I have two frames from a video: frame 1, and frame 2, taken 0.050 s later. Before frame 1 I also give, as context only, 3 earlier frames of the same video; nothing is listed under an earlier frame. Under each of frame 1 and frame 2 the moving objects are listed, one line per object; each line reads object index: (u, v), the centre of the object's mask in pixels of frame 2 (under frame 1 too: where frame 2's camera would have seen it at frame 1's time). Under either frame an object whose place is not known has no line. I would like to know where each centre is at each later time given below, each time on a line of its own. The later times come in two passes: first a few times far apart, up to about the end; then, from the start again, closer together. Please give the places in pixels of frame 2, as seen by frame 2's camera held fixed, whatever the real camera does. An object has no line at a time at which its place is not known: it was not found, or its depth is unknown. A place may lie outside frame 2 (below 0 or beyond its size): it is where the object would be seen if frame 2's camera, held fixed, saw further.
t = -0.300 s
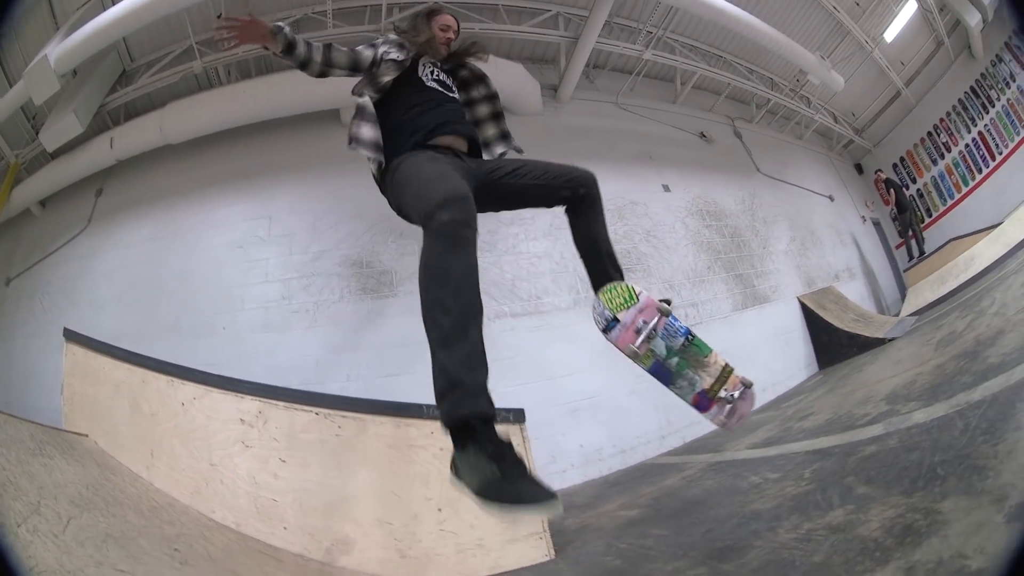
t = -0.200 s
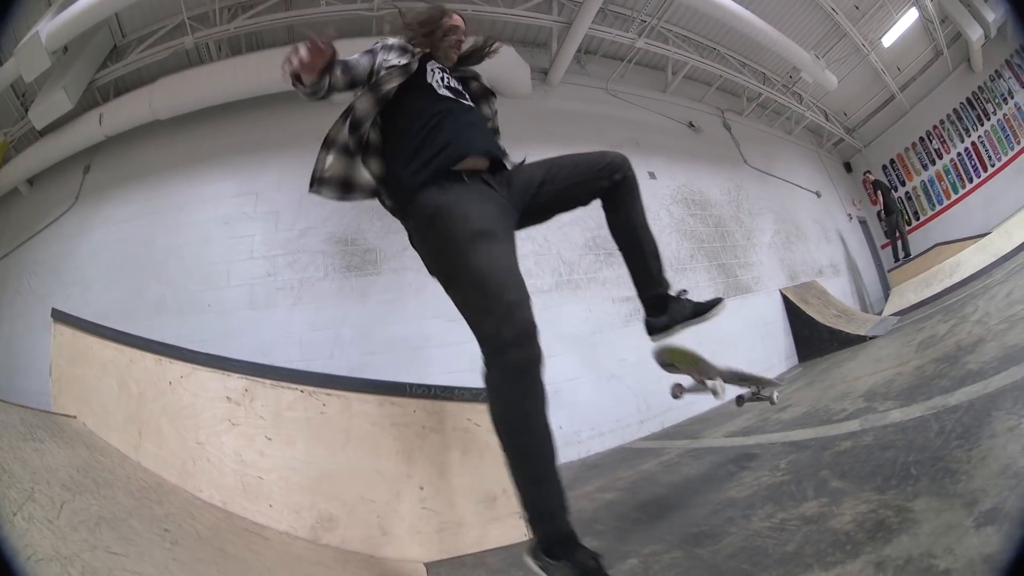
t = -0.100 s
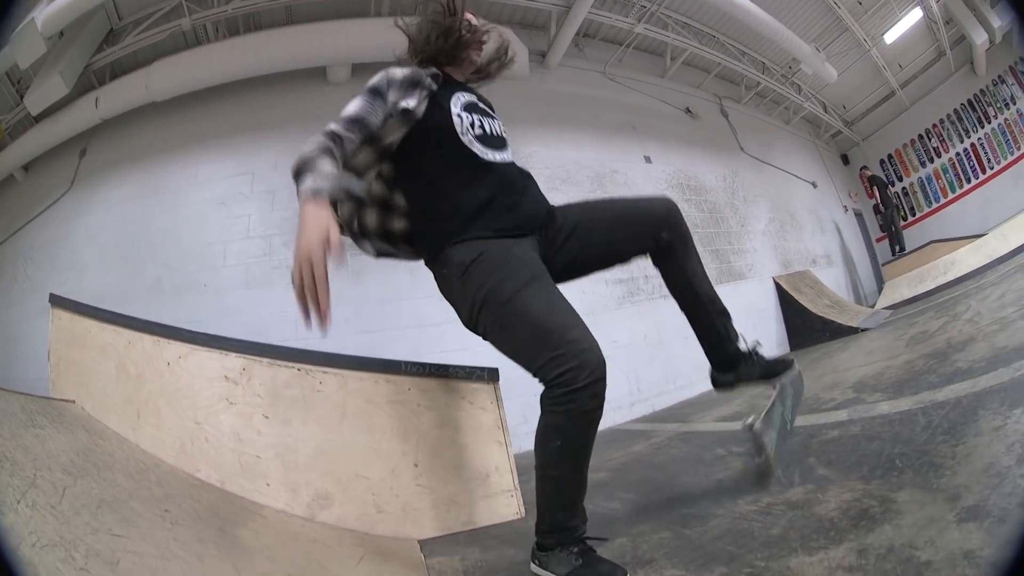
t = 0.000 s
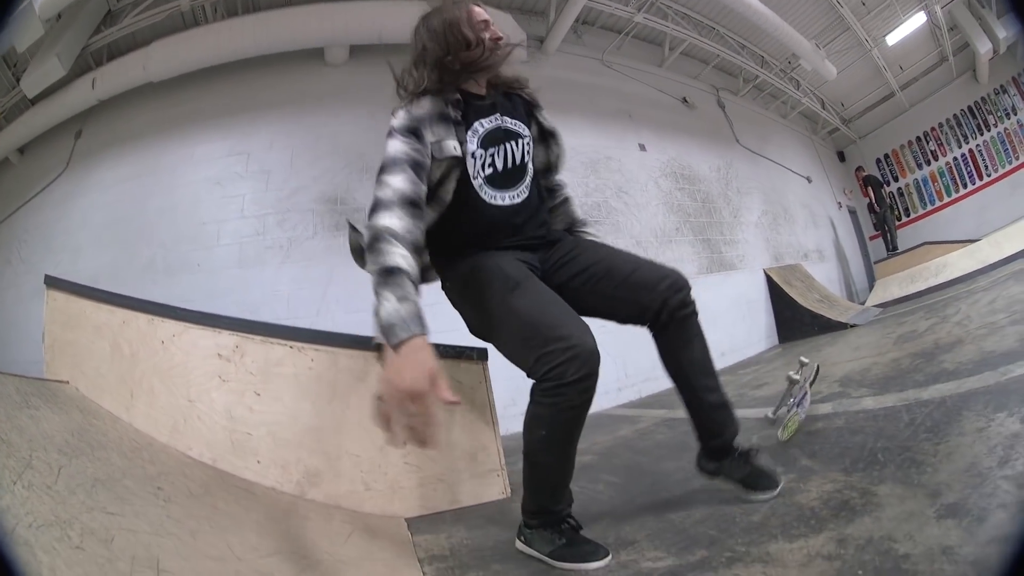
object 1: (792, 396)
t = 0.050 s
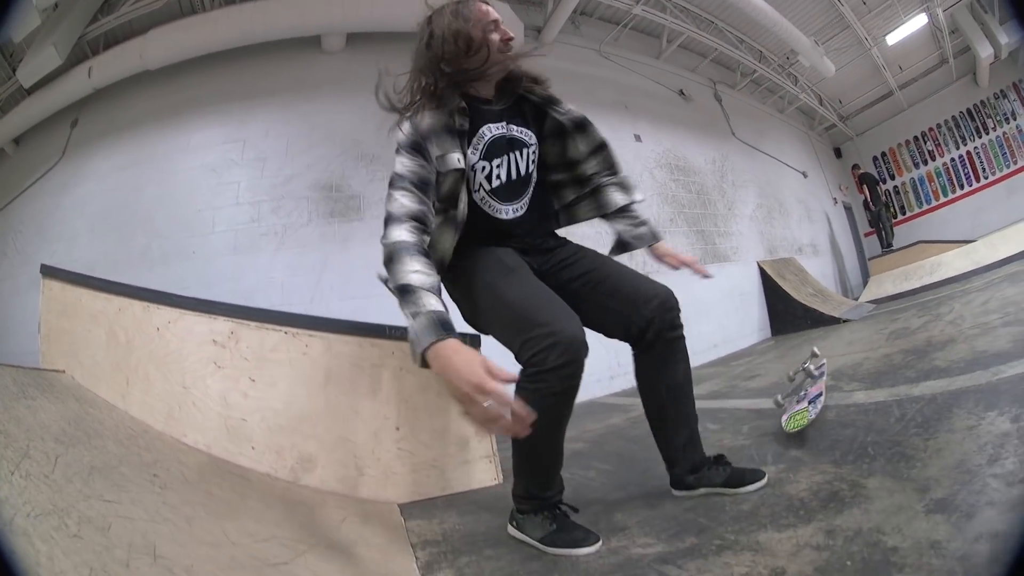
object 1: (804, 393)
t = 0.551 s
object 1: (883, 357)
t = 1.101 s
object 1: (906, 361)
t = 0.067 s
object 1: (808, 393)
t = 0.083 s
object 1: (812, 393)
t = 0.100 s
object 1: (816, 394)
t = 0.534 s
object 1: (882, 358)
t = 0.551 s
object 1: (883, 357)
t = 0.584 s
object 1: (884, 356)
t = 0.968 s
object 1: (908, 360)
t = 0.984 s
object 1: (907, 361)
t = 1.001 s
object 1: (907, 361)
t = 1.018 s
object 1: (907, 361)
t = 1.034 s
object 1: (907, 361)
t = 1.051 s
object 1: (907, 361)
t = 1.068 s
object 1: (907, 360)
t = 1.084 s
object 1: (907, 361)
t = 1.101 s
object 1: (906, 361)
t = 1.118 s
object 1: (906, 360)
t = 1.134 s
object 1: (906, 361)
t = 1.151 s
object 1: (906, 360)
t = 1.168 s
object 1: (905, 361)
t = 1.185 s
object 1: (905, 360)
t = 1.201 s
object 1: (904, 361)
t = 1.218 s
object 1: (904, 360)
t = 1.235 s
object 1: (904, 361)
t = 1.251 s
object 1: (903, 361)
